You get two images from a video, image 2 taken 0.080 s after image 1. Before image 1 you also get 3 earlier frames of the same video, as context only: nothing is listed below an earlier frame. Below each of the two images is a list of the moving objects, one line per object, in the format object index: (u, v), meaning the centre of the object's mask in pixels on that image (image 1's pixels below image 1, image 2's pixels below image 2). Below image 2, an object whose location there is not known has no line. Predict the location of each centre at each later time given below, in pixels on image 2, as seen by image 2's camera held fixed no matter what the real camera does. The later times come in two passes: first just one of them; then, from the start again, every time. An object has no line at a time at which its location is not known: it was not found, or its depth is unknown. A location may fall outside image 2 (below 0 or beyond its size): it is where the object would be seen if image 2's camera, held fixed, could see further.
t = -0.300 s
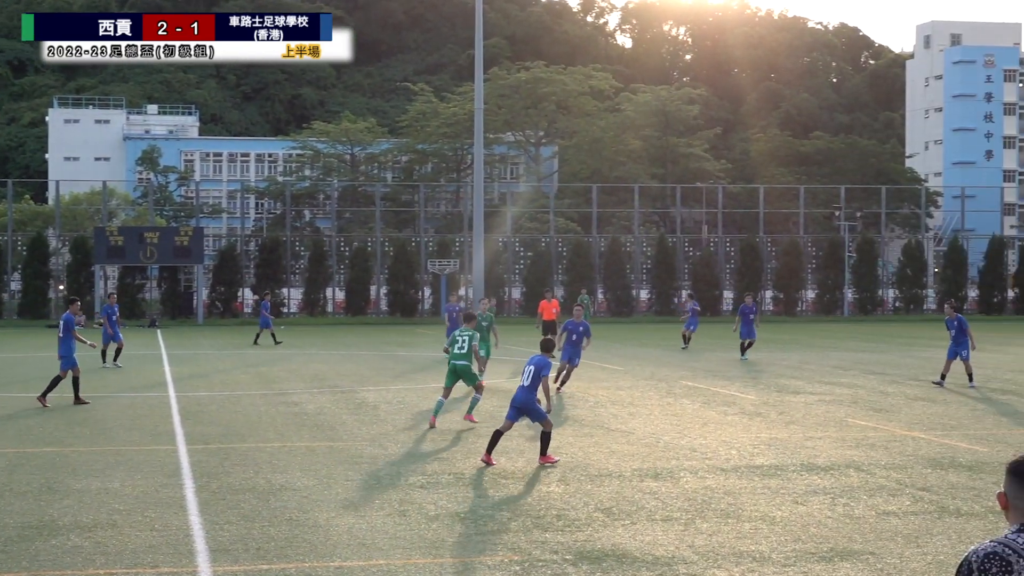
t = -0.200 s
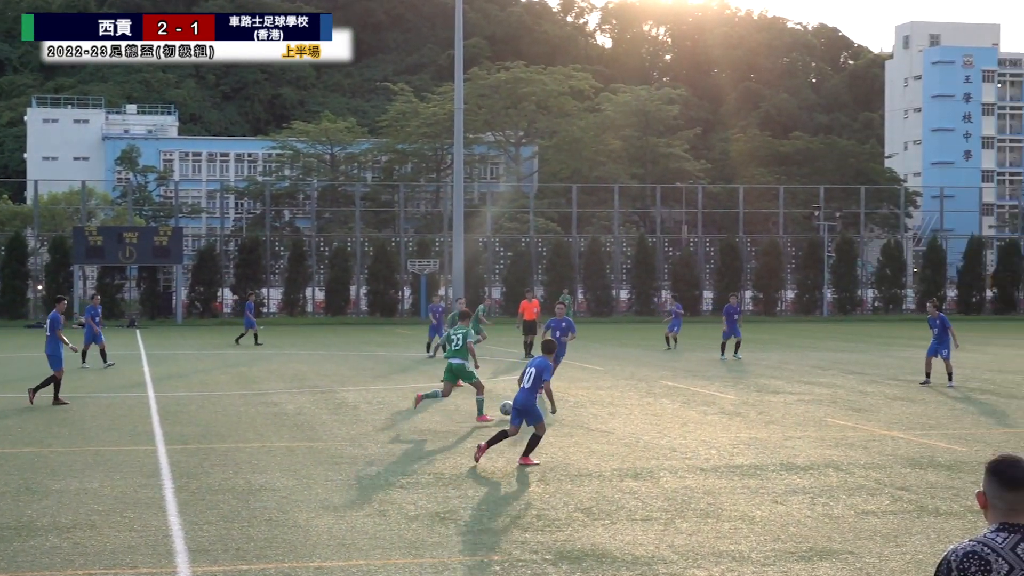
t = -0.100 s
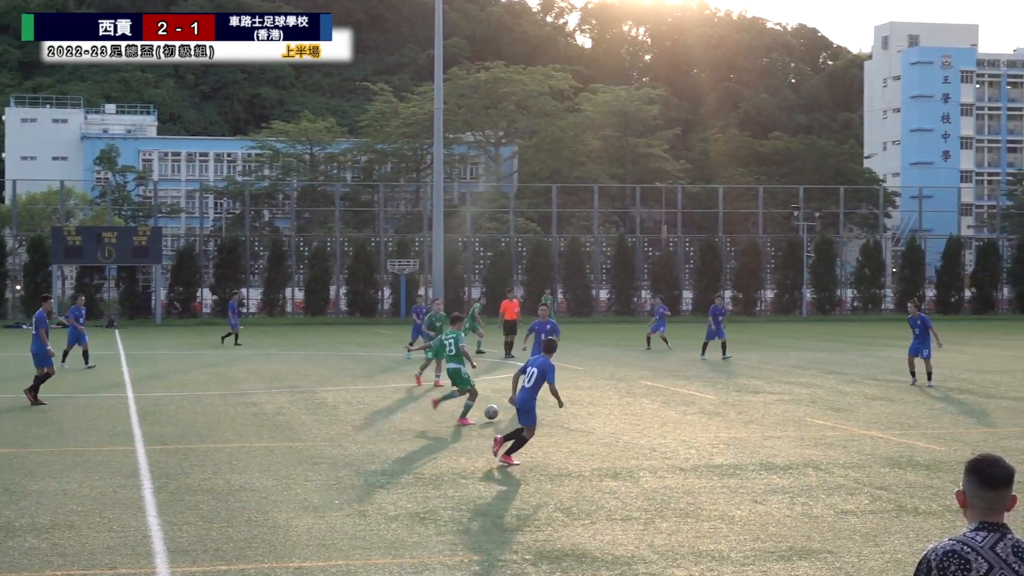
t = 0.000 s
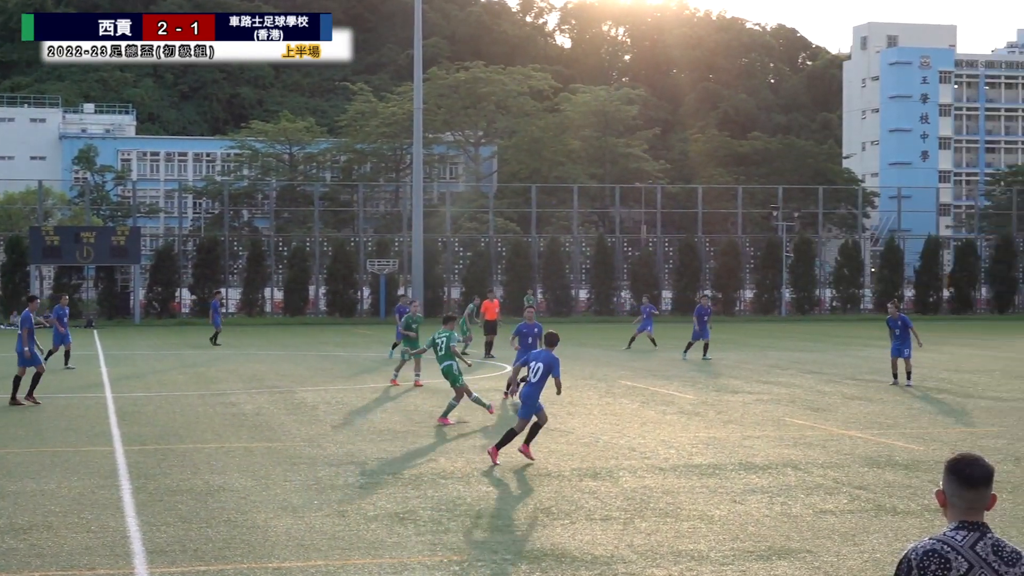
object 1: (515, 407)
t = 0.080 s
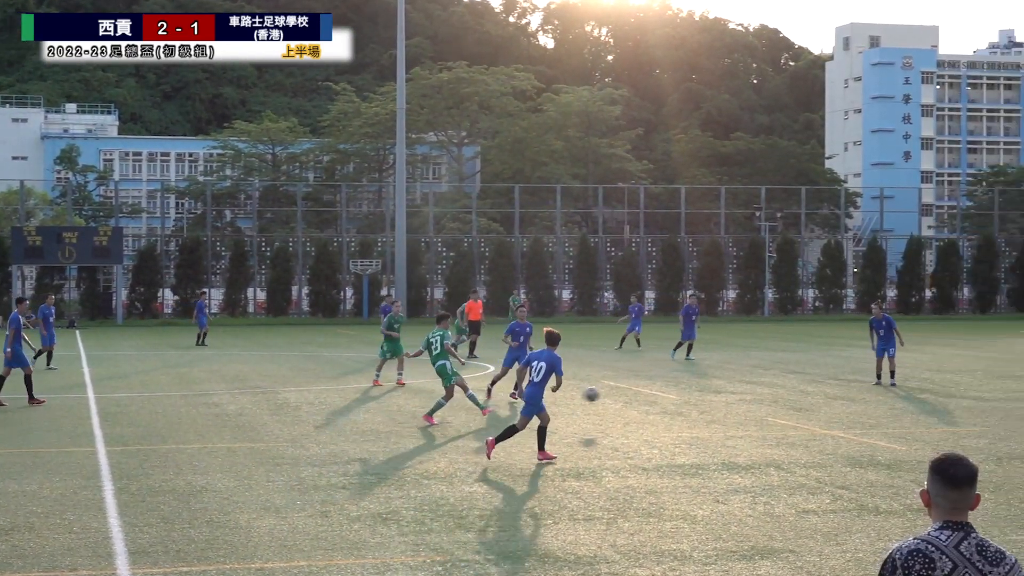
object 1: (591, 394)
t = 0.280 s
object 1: (814, 383)
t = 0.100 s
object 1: (613, 392)
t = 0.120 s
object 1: (635, 389)
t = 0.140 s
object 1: (658, 387)
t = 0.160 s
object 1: (680, 385)
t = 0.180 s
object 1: (702, 385)
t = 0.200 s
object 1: (725, 383)
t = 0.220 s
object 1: (747, 383)
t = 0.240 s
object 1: (769, 383)
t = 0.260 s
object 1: (792, 383)
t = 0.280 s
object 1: (814, 383)
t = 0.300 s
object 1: (837, 384)
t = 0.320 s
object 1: (860, 384)
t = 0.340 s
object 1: (882, 386)
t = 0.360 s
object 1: (905, 387)
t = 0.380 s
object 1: (929, 390)
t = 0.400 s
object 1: (952, 392)
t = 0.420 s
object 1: (975, 395)
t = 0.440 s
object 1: (998, 398)
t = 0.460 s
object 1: (1022, 402)
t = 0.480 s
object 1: (1046, 406)
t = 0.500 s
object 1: (1069, 410)
